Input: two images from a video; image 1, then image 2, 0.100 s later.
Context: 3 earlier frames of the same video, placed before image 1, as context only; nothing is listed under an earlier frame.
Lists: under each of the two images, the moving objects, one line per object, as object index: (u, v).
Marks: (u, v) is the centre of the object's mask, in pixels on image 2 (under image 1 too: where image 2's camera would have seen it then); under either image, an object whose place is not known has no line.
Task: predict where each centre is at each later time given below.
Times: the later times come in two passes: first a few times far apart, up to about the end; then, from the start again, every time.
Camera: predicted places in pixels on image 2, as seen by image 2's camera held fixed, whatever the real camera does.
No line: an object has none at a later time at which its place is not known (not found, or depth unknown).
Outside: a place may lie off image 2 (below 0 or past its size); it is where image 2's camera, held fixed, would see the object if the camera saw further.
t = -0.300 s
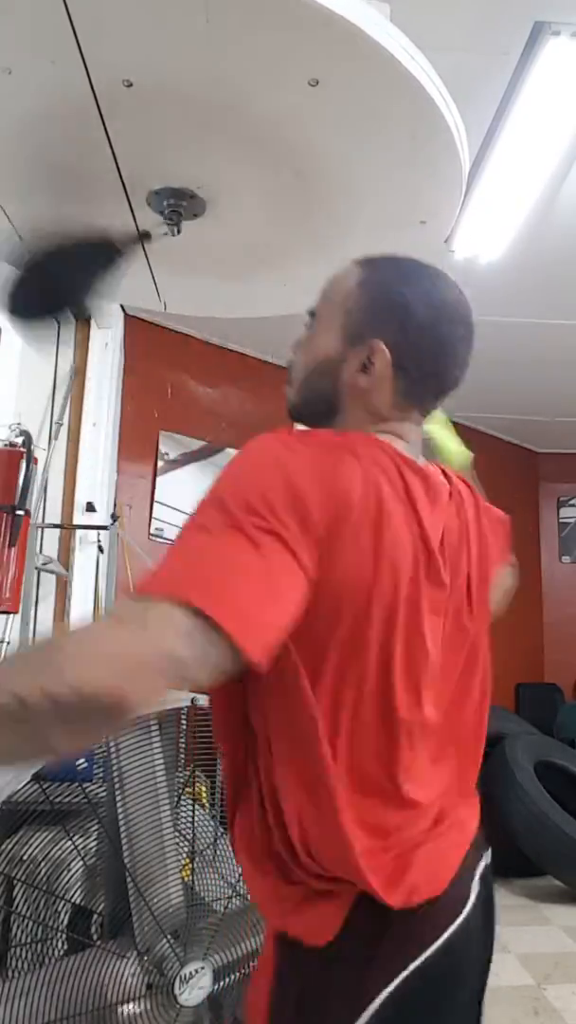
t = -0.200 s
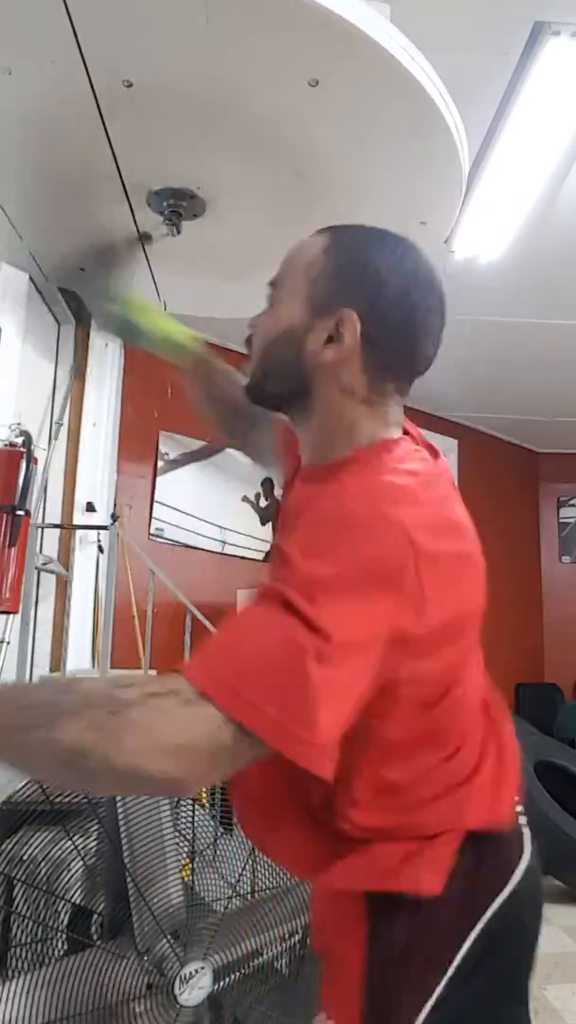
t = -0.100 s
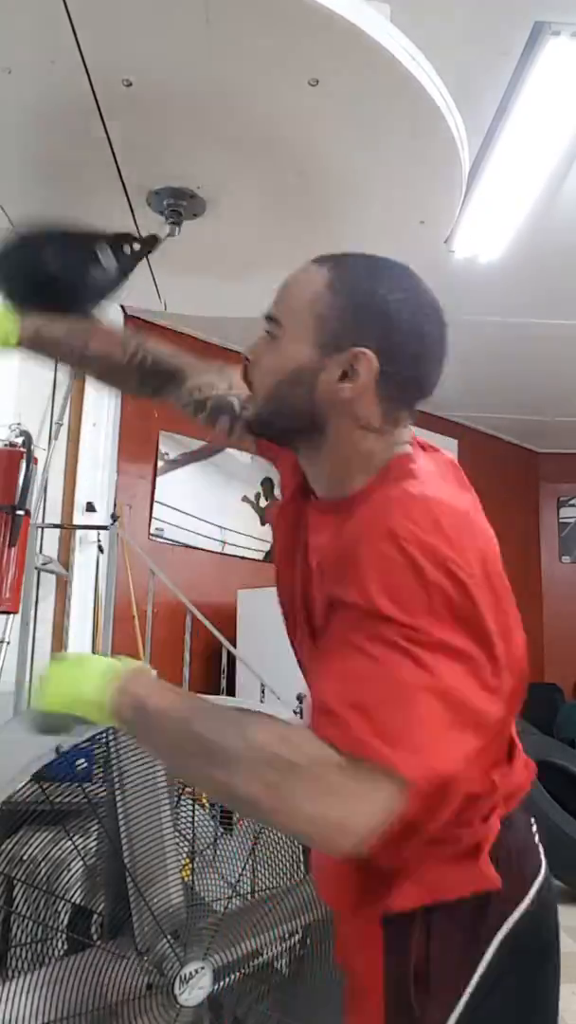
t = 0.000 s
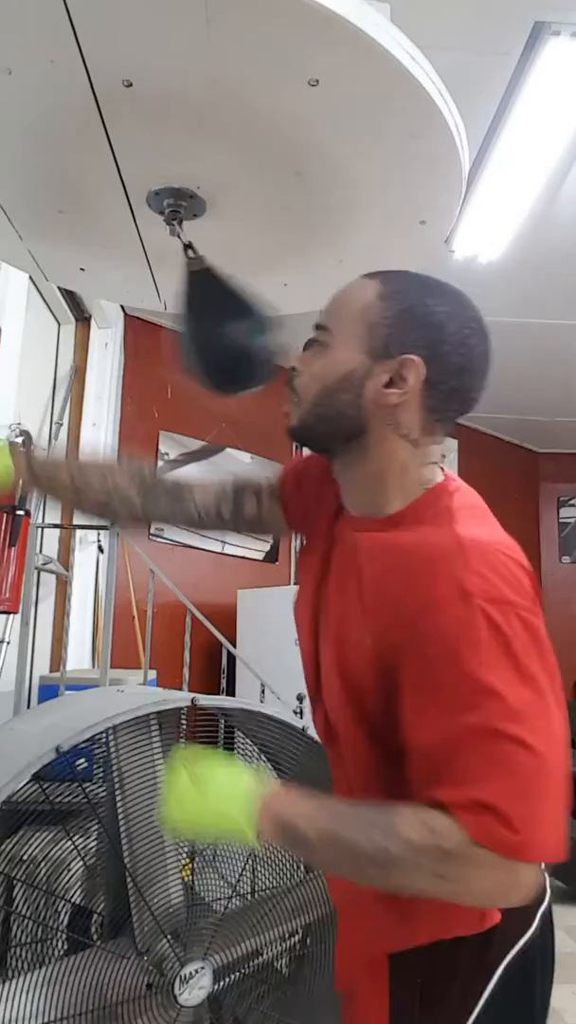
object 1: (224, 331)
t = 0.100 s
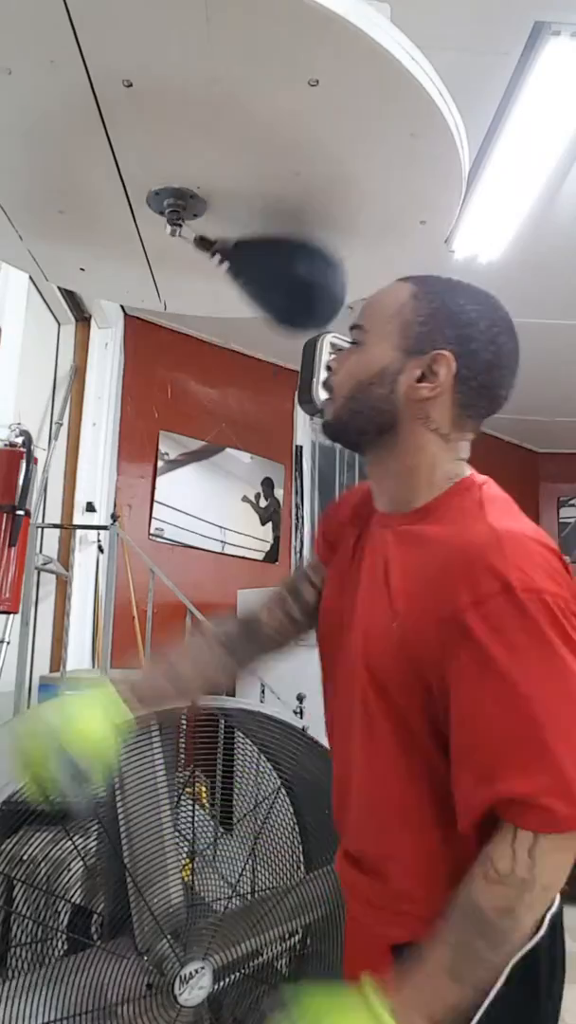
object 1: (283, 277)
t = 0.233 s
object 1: (153, 340)
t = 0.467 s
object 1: (68, 282)
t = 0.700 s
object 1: (283, 278)
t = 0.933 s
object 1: (157, 339)
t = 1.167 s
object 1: (55, 220)
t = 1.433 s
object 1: (184, 342)
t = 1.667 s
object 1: (285, 265)
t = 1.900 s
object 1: (215, 336)
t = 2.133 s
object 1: (59, 263)
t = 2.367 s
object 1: (71, 291)
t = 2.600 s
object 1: (253, 318)
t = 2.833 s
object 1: (273, 289)
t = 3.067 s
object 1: (132, 334)
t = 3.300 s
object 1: (62, 270)
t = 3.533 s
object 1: (149, 340)
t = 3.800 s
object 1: (276, 287)
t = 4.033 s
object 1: (197, 338)
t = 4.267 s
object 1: (70, 292)
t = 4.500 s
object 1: (103, 324)
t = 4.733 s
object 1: (253, 311)
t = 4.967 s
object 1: (248, 313)
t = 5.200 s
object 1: (108, 326)
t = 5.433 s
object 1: (82, 306)
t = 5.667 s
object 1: (200, 337)
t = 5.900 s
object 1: (261, 299)
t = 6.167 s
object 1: (140, 338)
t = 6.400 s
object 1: (84, 307)
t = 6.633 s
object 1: (168, 342)
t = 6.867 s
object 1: (255, 302)
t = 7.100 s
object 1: (185, 338)
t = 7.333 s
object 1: (95, 318)
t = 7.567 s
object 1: (131, 338)
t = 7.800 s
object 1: (238, 314)
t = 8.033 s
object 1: (215, 326)
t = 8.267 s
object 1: (115, 331)
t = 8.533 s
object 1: (122, 335)
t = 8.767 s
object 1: (221, 322)
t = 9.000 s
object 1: (219, 320)
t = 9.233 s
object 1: (130, 338)
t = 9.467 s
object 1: (118, 332)
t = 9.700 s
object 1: (192, 334)
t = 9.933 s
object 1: (223, 313)
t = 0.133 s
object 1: (266, 306)
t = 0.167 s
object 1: (236, 328)
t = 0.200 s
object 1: (197, 342)
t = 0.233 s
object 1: (153, 340)
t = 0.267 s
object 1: (109, 321)
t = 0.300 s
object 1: (74, 290)
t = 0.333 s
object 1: (58, 255)
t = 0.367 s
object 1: (55, 223)
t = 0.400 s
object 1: (55, 225)
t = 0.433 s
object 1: (59, 251)
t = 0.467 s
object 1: (68, 282)
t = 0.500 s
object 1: (96, 313)
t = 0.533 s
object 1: (137, 336)
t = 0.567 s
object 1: (182, 343)
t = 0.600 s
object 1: (220, 336)
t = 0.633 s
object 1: (252, 320)
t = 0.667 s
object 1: (272, 299)
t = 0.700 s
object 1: (283, 278)
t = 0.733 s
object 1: (287, 266)
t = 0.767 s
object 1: (280, 282)
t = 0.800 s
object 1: (269, 301)
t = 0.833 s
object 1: (252, 319)
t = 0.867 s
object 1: (226, 333)
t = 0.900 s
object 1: (193, 341)
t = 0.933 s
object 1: (157, 339)
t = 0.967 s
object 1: (121, 328)
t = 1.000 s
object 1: (90, 308)
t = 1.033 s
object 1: (68, 285)
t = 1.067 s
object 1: (59, 262)
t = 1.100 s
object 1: (56, 243)
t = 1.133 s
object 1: (55, 229)
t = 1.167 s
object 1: (55, 220)
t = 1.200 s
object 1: (56, 227)
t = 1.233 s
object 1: (58, 240)
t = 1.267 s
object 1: (61, 258)
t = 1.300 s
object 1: (66, 280)
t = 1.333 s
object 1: (82, 303)
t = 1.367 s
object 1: (110, 325)
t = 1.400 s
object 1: (146, 339)
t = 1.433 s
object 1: (184, 342)
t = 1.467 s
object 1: (216, 337)
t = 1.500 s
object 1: (244, 324)
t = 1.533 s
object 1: (264, 309)
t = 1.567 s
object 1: (276, 293)
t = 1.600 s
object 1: (283, 280)
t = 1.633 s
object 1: (285, 270)
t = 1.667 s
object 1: (285, 265)
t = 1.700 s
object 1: (284, 266)
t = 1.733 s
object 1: (281, 272)
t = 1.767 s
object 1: (277, 283)
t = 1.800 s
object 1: (269, 296)
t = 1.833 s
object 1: (258, 312)
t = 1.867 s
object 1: (240, 326)
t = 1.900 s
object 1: (215, 336)
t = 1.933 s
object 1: (184, 342)
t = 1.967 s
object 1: (152, 339)
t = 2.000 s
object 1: (121, 329)
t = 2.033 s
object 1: (94, 313)
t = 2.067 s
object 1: (75, 295)
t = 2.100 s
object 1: (63, 278)
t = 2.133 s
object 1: (59, 263)
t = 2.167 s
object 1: (58, 253)
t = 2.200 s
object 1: (57, 247)
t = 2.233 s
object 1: (58, 246)
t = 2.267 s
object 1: (60, 251)
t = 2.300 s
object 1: (62, 260)
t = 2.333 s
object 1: (65, 273)
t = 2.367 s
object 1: (71, 291)
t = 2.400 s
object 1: (86, 308)
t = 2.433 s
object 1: (109, 325)
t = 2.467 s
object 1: (140, 337)
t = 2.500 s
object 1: (174, 342)
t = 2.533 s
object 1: (204, 338)
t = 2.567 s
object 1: (230, 330)
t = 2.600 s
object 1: (253, 318)
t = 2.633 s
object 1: (266, 304)
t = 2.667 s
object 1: (275, 292)
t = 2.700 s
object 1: (280, 284)
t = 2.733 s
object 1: (282, 279)
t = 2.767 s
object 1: (281, 278)
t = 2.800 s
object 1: (278, 282)
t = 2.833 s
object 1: (273, 289)
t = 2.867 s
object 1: (266, 300)
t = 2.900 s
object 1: (256, 313)
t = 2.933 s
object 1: (239, 325)
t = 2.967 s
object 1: (216, 334)
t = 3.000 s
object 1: (189, 340)
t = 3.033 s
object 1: (160, 340)
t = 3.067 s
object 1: (132, 334)
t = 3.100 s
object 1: (108, 324)
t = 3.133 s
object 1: (88, 310)
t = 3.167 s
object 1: (74, 297)
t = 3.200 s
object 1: (66, 285)
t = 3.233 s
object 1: (63, 276)
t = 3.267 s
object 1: (62, 271)
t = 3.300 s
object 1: (62, 270)
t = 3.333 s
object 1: (63, 274)
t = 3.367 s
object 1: (66, 282)
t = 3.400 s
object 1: (72, 293)
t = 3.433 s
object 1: (83, 307)
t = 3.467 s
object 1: (99, 321)
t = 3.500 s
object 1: (122, 333)
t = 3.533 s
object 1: (149, 340)
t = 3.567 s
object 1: (179, 342)
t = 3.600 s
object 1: (206, 337)
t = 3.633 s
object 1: (230, 328)
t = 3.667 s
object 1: (249, 317)
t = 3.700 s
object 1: (262, 306)
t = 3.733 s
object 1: (271, 296)
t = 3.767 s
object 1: (275, 290)
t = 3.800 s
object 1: (276, 287)
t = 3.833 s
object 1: (275, 287)
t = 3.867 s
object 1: (271, 292)
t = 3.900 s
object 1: (265, 300)
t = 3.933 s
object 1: (255, 310)
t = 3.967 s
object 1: (241, 321)
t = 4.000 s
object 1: (221, 330)
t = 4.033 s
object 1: (197, 338)
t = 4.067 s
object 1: (172, 340)
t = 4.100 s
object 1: (145, 338)
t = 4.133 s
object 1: (122, 331)
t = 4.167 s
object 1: (102, 322)
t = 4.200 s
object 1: (87, 311)
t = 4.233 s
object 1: (77, 300)
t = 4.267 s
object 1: (70, 292)
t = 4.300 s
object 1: (67, 287)
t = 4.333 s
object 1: (67, 285)
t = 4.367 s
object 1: (68, 287)
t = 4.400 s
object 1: (72, 292)
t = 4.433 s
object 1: (78, 301)
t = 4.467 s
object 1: (88, 312)
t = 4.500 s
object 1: (103, 324)
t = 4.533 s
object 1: (123, 334)
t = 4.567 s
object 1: (147, 340)
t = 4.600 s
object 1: (173, 342)
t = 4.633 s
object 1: (198, 338)
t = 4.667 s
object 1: (221, 330)
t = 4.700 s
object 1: (239, 321)
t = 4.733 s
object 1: (253, 311)
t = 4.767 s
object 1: (263, 302)
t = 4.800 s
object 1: (268, 295)
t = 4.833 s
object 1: (270, 292)
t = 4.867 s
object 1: (269, 293)
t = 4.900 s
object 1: (265, 297)
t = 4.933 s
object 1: (259, 304)
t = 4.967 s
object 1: (248, 313)
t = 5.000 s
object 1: (233, 323)
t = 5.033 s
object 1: (215, 332)
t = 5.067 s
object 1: (193, 338)
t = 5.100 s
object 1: (170, 340)
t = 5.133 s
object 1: (147, 339)
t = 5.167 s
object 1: (126, 334)
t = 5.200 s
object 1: (108, 326)
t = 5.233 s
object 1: (95, 318)
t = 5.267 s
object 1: (86, 310)
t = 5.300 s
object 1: (80, 303)
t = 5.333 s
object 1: (77, 299)
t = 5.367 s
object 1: (76, 298)
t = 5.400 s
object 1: (78, 301)
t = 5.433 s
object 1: (82, 306)
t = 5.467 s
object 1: (89, 313)
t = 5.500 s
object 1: (100, 322)
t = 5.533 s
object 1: (115, 331)
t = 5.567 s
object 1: (134, 338)
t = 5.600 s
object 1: (155, 342)
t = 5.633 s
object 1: (178, 341)
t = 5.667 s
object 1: (200, 337)
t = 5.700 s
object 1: (220, 329)
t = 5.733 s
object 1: (237, 321)
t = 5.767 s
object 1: (249, 312)
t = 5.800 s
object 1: (257, 304)
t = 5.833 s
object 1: (261, 299)
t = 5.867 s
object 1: (263, 298)
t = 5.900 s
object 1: (261, 299)
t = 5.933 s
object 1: (256, 304)
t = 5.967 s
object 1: (248, 311)
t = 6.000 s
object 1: (236, 319)
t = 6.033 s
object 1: (220, 328)
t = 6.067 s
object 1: (202, 335)
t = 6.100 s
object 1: (181, 339)
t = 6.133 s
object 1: (160, 341)
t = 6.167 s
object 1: (140, 338)
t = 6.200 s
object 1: (122, 333)
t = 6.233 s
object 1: (108, 326)
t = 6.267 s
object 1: (97, 319)
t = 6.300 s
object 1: (89, 313)
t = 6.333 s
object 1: (85, 309)
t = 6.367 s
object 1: (83, 307)
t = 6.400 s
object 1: (84, 307)
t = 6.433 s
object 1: (87, 310)
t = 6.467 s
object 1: (92, 316)
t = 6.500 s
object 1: (101, 323)
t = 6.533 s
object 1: (113, 330)
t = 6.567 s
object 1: (129, 336)
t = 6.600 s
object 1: (147, 341)
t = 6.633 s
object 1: (168, 342)
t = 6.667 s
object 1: (188, 340)
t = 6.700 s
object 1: (207, 333)
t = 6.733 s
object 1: (224, 326)
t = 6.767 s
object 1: (237, 317)
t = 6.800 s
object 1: (247, 310)
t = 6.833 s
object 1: (253, 305)
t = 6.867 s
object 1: (255, 302)
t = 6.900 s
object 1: (254, 302)
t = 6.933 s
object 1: (251, 305)
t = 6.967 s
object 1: (244, 311)
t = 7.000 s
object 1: (234, 319)
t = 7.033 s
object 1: (220, 326)
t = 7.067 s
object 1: (203, 333)
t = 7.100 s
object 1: (185, 338)
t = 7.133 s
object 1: (167, 341)
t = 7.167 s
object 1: (148, 340)
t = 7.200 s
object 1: (132, 337)
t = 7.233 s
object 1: (118, 332)
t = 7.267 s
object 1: (107, 327)
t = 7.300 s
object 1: (100, 322)
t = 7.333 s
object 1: (95, 318)
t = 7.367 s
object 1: (93, 316)
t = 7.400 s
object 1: (93, 316)
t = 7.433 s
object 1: (95, 318)
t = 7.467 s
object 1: (100, 322)
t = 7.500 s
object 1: (107, 327)
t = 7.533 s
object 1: (118, 333)
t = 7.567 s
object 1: (131, 338)
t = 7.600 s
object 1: (146, 341)
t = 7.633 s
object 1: (164, 342)
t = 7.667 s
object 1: (182, 340)
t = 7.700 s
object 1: (199, 335)
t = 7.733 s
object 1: (215, 328)
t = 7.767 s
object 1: (228, 321)
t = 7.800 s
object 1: (238, 314)
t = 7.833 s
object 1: (244, 309)
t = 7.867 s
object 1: (247, 306)
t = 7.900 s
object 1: (247, 305)
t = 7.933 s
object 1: (244, 308)
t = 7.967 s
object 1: (237, 313)
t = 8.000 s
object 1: (228, 319)
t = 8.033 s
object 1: (215, 326)
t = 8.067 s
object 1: (200, 333)
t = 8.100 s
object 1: (184, 338)
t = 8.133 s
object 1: (168, 340)
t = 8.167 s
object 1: (151, 341)
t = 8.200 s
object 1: (137, 338)
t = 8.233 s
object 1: (124, 335)
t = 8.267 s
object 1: (115, 331)
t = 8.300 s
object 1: (107, 327)
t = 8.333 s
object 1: (103, 324)
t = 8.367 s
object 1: (100, 322)
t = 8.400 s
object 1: (100, 322)
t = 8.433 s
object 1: (102, 323)
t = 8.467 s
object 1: (107, 326)
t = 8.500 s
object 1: (113, 331)
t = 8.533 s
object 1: (122, 335)
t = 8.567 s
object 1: (134, 339)
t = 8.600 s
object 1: (148, 341)
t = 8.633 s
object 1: (164, 342)
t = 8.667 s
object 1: (179, 340)
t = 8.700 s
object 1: (195, 335)
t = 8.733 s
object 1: (209, 329)
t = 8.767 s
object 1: (221, 322)
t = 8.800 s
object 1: (229, 316)
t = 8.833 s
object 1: (235, 311)
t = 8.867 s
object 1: (238, 309)
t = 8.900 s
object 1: (237, 308)
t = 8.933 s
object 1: (234, 310)
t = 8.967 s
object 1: (228, 315)
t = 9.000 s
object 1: (219, 320)
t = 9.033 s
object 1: (208, 327)
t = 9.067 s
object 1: (195, 333)
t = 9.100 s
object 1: (181, 337)
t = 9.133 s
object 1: (167, 340)
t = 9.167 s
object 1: (153, 341)
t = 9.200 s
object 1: (140, 340)
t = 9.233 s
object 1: (130, 338)
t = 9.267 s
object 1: (122, 335)
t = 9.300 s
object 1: (116, 332)
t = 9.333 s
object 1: (113, 329)
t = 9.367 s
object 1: (111, 328)
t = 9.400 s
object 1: (111, 328)
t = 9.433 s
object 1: (113, 330)
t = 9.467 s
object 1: (118, 332)
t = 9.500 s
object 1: (124, 335)
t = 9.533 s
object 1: (131, 339)
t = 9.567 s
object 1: (142, 341)
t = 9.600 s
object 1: (154, 342)
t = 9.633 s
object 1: (167, 341)
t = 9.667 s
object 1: (180, 339)
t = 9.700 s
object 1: (192, 334)
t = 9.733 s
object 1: (204, 328)
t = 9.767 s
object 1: (214, 322)
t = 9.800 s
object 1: (221, 316)
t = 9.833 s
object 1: (226, 312)
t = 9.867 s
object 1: (228, 310)
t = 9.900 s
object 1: (227, 311)
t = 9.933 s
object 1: (223, 313)
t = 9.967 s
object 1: (217, 317)
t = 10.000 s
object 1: (209, 323)
